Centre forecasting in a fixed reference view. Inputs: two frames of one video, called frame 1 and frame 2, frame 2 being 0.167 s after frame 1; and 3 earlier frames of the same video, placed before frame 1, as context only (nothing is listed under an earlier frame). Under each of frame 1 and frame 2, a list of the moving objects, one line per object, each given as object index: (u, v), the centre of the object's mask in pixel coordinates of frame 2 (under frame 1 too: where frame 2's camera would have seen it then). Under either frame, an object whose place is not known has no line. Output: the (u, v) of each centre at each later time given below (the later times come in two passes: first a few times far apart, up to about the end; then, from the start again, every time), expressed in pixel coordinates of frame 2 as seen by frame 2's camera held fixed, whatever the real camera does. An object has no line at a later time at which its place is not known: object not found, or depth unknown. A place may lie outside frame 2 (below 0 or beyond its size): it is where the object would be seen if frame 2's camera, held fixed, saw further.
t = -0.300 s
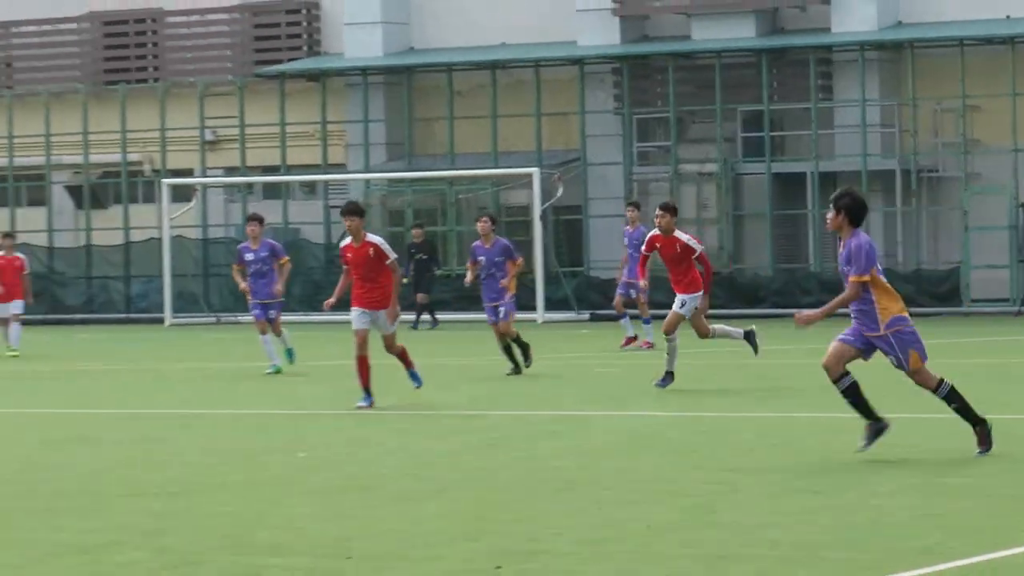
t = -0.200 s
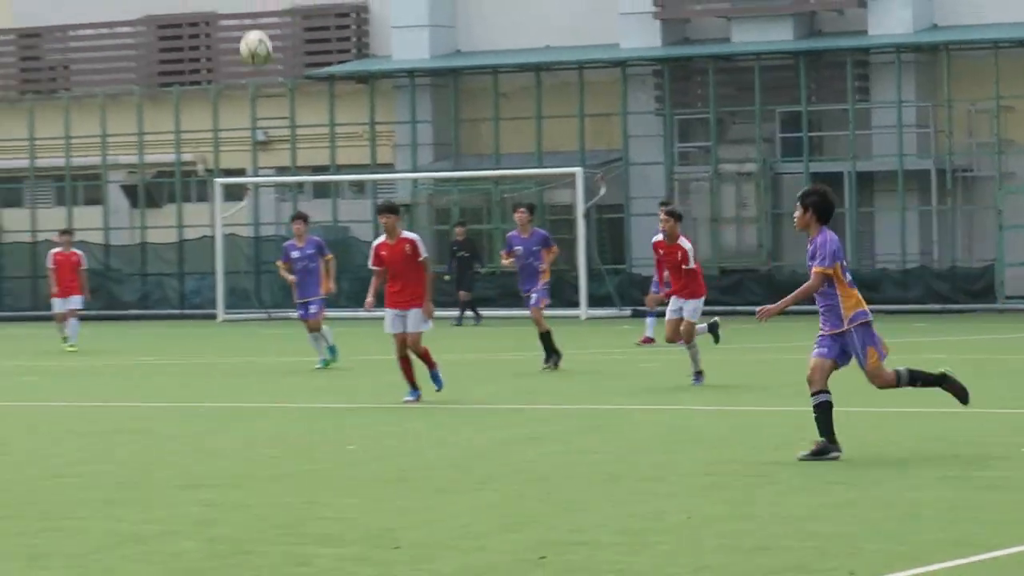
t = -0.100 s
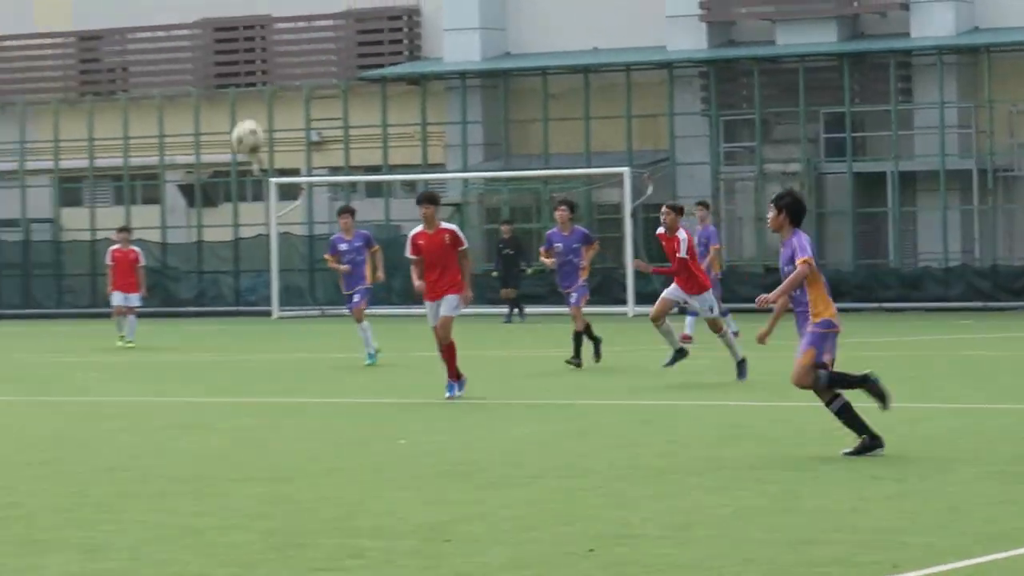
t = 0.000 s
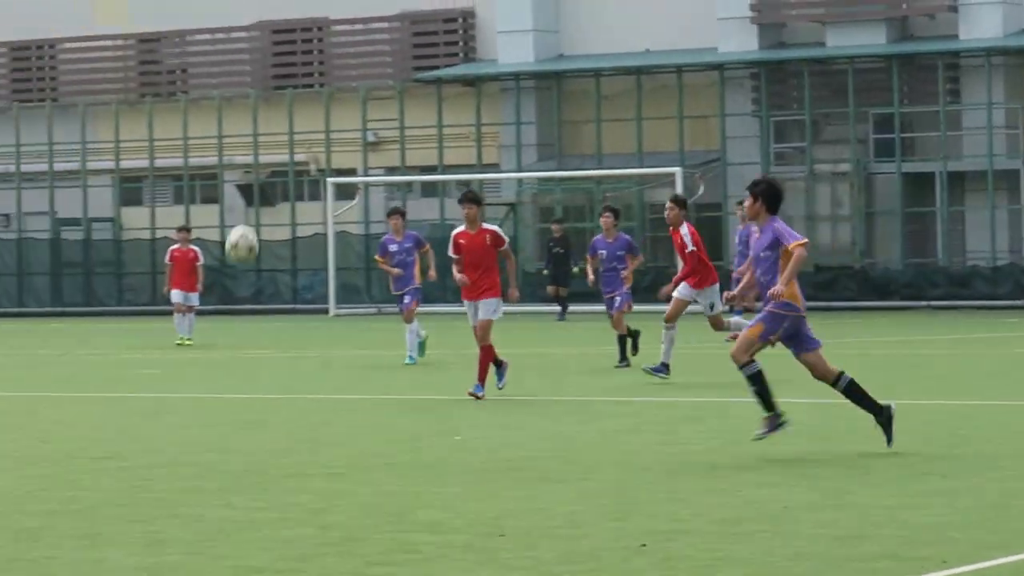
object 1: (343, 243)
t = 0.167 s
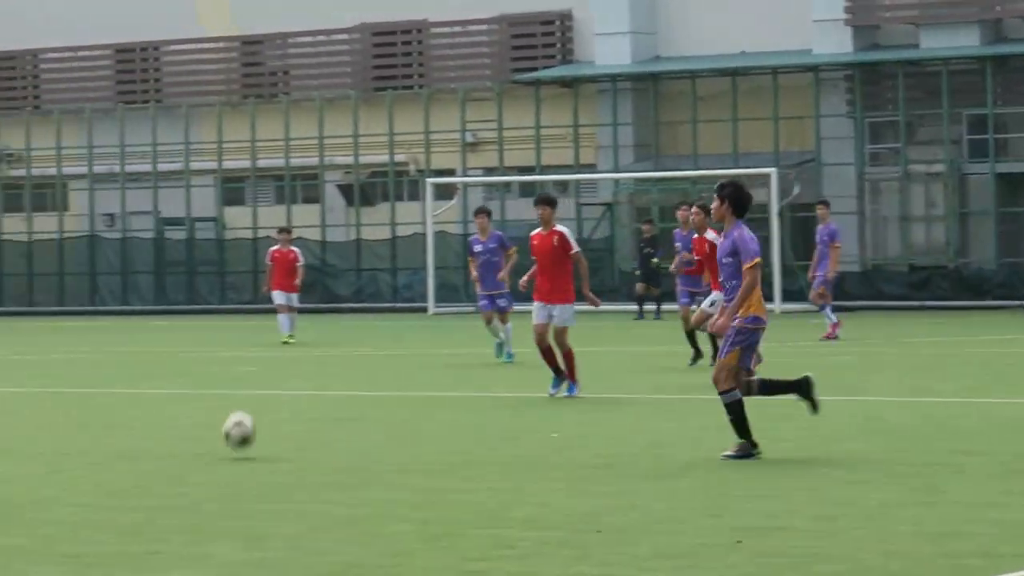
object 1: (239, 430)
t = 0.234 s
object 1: (216, 360)
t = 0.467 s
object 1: (131, 159)
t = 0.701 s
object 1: (43, 37)
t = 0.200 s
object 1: (226, 394)
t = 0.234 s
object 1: (216, 360)
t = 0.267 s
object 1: (204, 325)
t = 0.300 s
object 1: (192, 294)
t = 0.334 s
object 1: (180, 264)
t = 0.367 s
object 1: (167, 235)
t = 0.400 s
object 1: (156, 207)
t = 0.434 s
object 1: (144, 182)
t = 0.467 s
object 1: (131, 159)
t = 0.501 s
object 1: (119, 135)
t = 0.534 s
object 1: (107, 116)
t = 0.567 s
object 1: (93, 95)
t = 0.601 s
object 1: (81, 79)
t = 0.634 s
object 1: (69, 62)
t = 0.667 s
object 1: (56, 50)
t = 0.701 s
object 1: (43, 37)
